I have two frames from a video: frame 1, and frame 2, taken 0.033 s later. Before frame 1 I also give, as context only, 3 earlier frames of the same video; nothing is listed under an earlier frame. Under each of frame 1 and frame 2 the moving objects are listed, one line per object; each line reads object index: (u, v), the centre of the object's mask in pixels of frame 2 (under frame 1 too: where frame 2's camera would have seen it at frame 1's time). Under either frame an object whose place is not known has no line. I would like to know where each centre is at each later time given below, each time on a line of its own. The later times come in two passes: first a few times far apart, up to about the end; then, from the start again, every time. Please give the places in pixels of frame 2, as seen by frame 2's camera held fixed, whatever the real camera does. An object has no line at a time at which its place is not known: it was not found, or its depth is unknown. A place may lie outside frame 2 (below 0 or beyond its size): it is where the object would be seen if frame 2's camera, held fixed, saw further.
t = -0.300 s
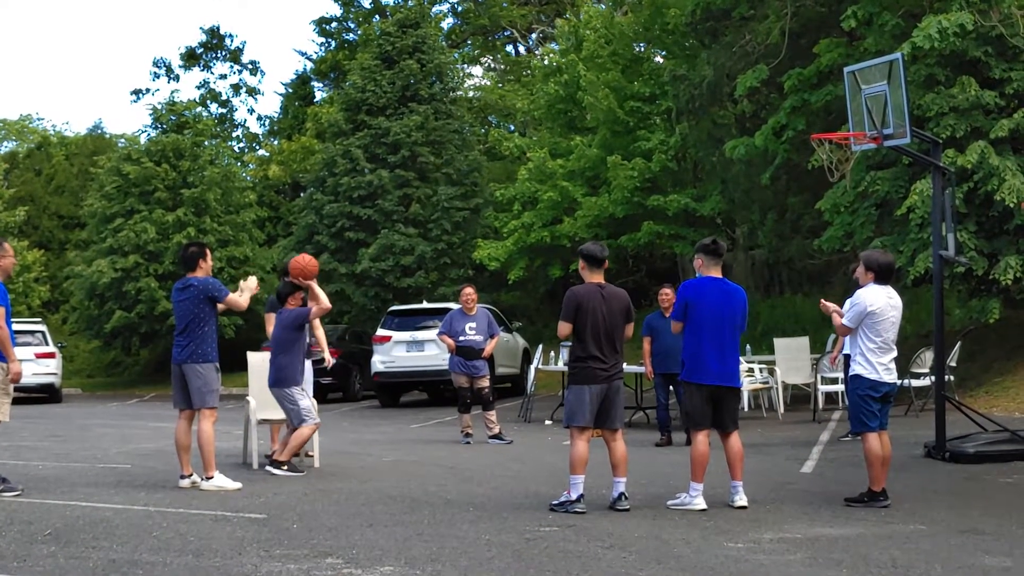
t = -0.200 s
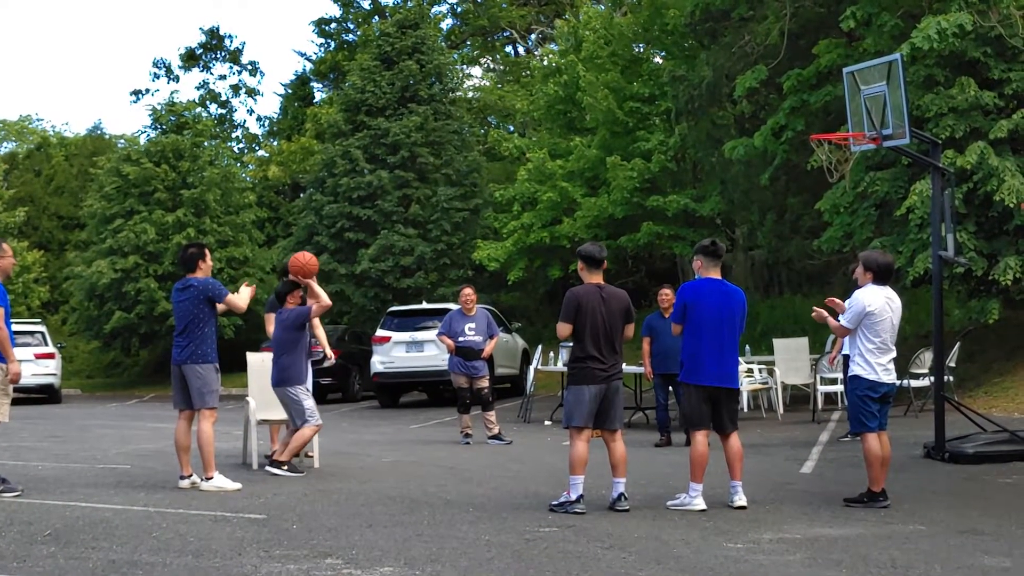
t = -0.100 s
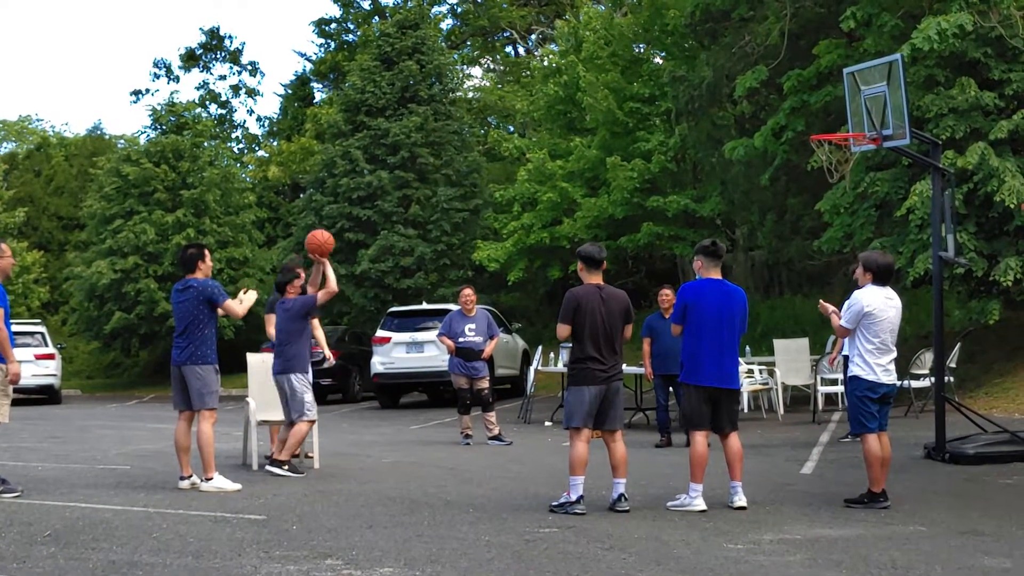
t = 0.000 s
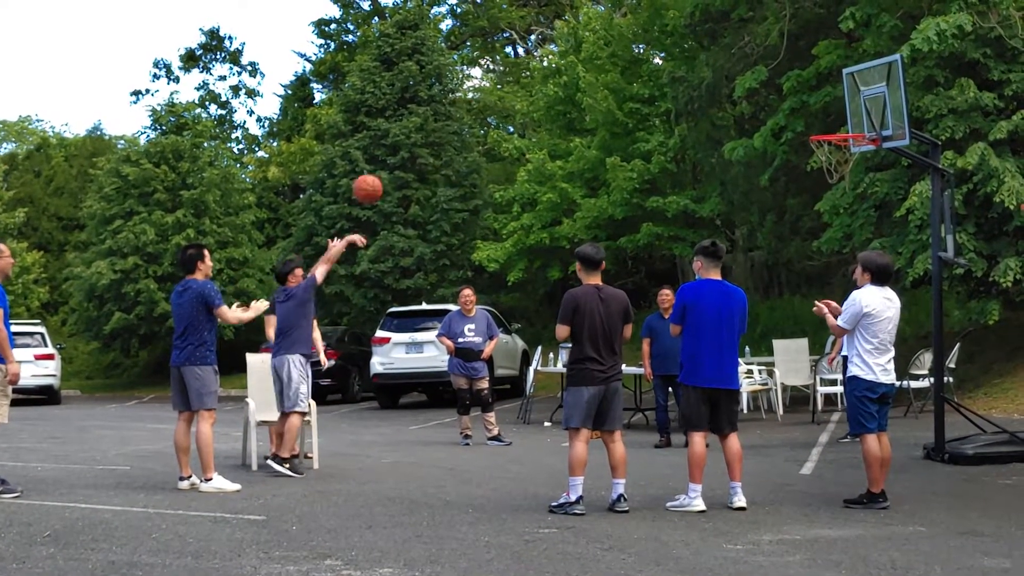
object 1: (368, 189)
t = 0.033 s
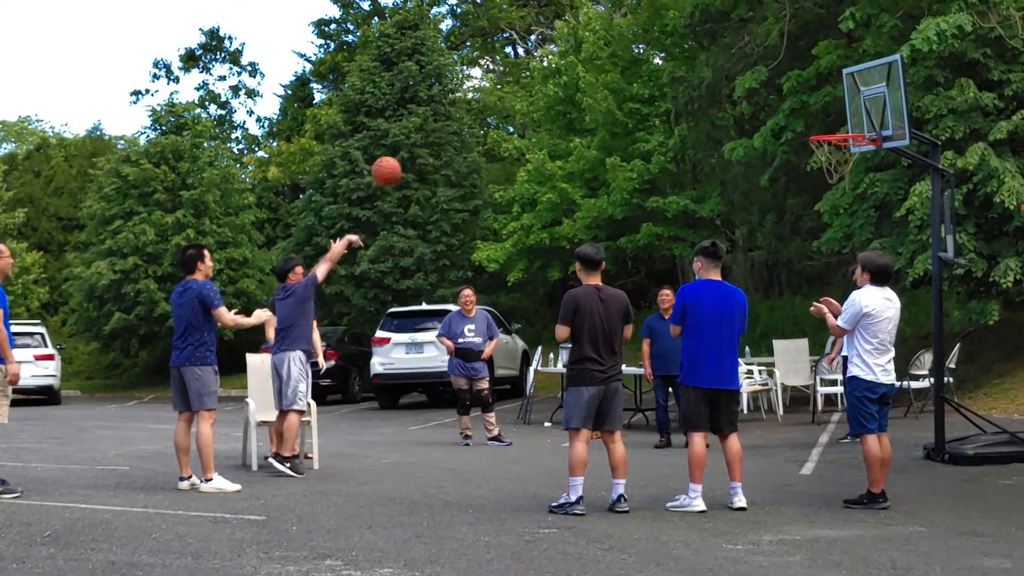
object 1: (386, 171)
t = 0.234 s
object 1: (499, 89)
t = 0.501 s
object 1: (643, 53)
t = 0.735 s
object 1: (766, 87)
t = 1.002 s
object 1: (836, 154)
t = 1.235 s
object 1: (820, 154)
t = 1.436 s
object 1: (835, 169)
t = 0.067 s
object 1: (405, 155)
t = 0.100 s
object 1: (424, 139)
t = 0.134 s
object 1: (443, 125)
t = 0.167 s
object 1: (462, 112)
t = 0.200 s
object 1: (480, 100)
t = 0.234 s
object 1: (499, 89)
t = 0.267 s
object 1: (518, 81)
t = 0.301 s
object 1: (536, 73)
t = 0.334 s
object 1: (554, 66)
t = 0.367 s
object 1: (572, 61)
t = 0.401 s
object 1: (591, 57)
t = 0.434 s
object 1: (608, 54)
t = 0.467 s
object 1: (625, 53)
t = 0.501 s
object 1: (643, 53)
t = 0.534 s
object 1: (661, 54)
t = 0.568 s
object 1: (679, 57)
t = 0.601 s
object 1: (697, 60)
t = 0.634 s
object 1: (714, 65)
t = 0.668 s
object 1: (731, 71)
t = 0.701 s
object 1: (749, 78)
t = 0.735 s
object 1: (766, 87)
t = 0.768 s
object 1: (783, 97)
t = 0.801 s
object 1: (800, 107)
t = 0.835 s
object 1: (818, 120)
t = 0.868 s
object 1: (834, 126)
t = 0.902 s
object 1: (846, 145)
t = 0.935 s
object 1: (843, 150)
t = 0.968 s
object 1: (839, 154)
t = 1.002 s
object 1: (836, 154)
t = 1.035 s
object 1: (833, 154)
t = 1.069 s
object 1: (830, 153)
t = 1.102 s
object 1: (826, 152)
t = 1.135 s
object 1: (824, 152)
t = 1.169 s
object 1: (822, 153)
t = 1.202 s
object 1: (820, 153)
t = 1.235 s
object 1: (820, 154)
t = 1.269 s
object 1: (821, 157)
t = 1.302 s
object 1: (823, 158)
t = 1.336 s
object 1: (825, 160)
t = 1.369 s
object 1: (828, 163)
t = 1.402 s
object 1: (832, 166)
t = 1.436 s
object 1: (835, 169)
